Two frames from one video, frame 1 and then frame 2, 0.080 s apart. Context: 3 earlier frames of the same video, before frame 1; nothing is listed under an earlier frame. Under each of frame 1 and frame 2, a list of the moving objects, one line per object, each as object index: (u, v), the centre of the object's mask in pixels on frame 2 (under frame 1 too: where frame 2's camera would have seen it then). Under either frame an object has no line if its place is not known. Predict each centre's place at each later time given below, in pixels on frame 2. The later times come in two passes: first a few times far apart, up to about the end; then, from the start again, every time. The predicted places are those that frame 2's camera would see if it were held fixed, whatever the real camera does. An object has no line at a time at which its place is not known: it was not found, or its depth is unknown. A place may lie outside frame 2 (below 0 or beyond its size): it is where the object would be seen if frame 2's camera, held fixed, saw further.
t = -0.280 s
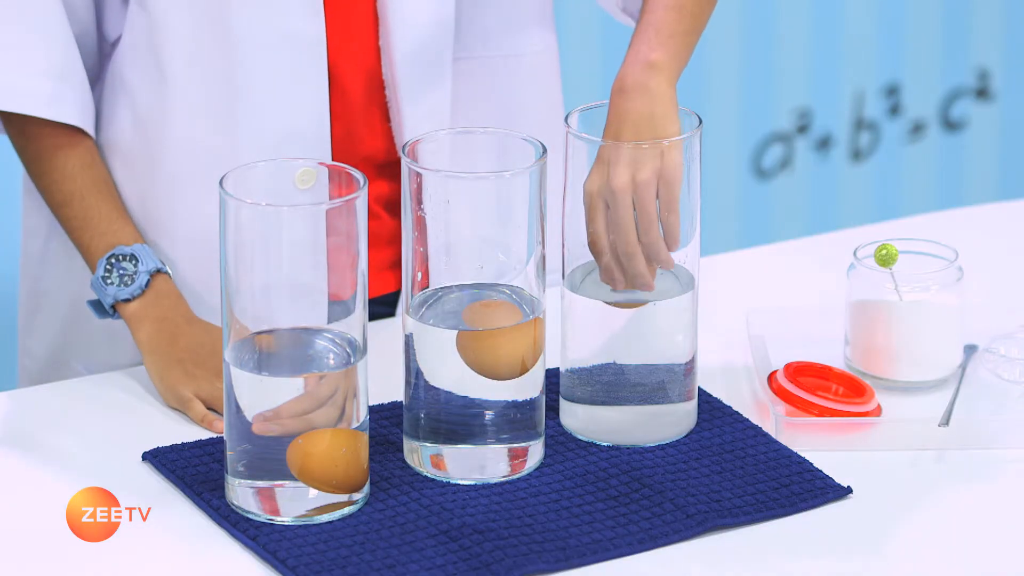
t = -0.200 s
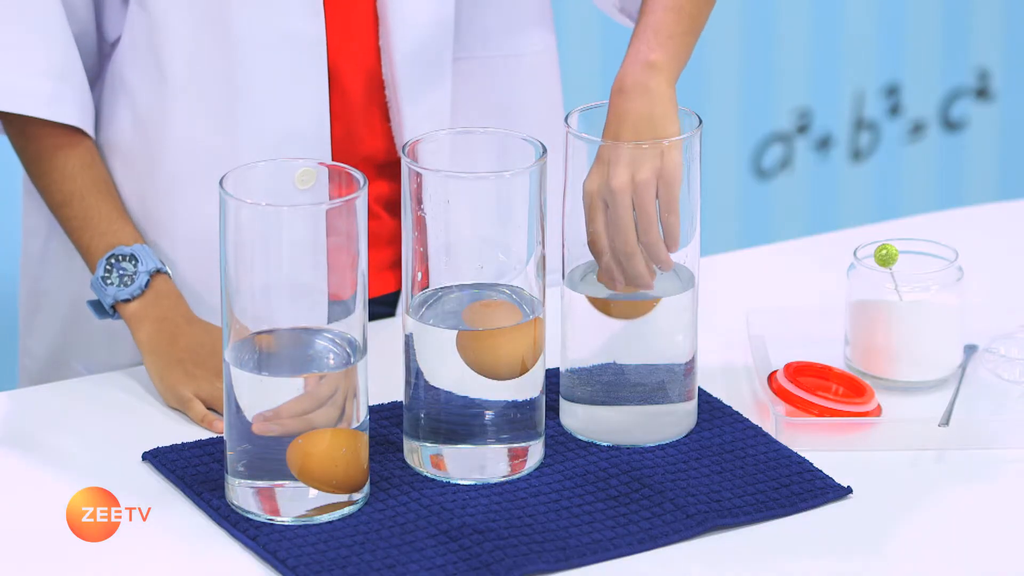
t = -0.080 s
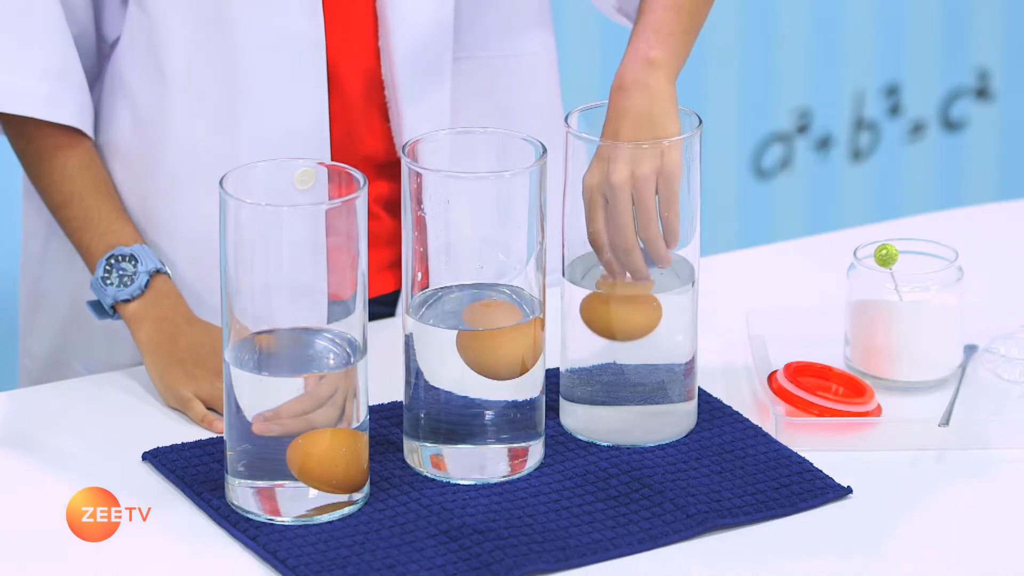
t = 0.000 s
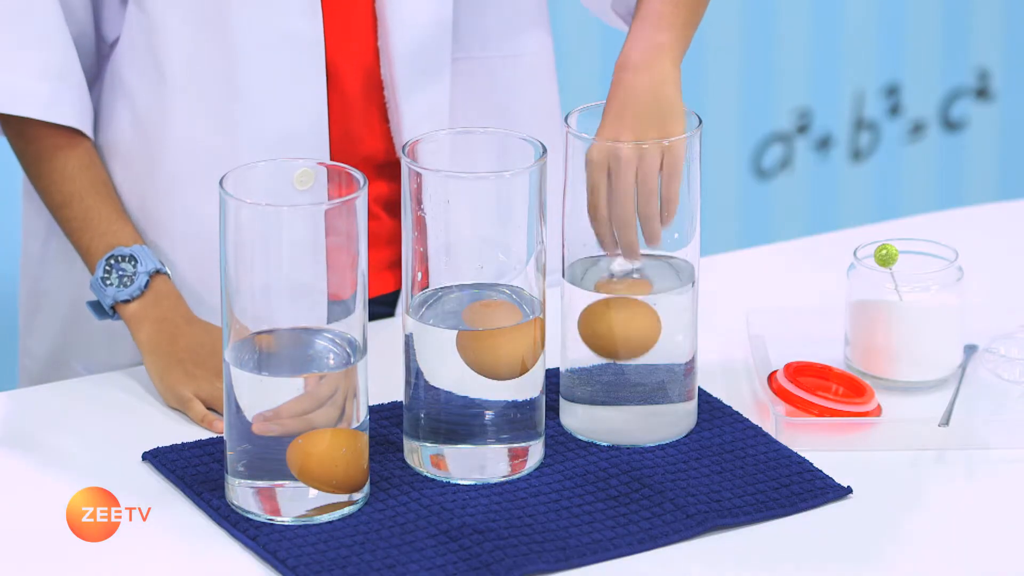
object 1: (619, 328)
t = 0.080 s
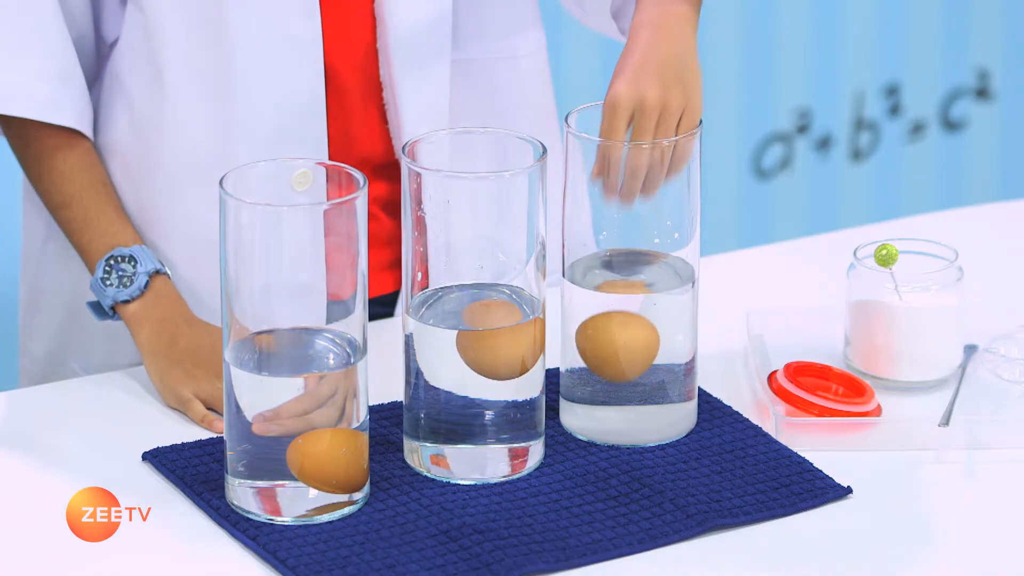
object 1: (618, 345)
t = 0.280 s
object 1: (614, 379)
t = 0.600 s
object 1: (609, 392)
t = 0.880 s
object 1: (604, 381)
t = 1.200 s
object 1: (599, 360)
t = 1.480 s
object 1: (597, 333)
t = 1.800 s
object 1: (597, 298)
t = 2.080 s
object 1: (597, 305)
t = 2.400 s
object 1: (597, 314)
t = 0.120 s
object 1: (617, 353)
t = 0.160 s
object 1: (616, 360)
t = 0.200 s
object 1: (615, 367)
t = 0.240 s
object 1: (614, 373)
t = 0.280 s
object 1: (614, 379)
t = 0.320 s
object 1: (613, 384)
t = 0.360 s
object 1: (612, 389)
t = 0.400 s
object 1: (612, 393)
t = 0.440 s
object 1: (611, 393)
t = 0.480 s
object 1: (611, 393)
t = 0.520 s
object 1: (610, 393)
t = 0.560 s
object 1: (609, 393)
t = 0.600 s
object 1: (609, 392)
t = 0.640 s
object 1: (608, 391)
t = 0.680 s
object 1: (607, 390)
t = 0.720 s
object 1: (607, 388)
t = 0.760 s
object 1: (606, 386)
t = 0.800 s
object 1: (605, 385)
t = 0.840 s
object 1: (605, 383)
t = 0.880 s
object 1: (604, 381)
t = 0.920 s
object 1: (603, 379)
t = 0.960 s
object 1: (603, 376)
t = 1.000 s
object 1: (602, 374)
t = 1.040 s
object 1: (601, 371)
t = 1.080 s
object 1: (601, 369)
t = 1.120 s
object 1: (600, 366)
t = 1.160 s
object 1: (600, 363)
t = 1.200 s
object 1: (599, 360)
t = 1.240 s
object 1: (599, 356)
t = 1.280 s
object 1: (599, 352)
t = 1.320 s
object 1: (598, 349)
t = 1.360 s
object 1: (598, 345)
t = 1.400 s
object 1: (598, 341)
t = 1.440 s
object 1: (597, 337)
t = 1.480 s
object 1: (597, 333)
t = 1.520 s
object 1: (596, 328)
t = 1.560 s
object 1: (598, 317)
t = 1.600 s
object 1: (598, 314)
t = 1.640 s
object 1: (598, 310)
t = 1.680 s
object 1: (597, 306)
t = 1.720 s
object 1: (597, 304)
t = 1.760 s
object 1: (597, 301)
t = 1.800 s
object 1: (597, 298)
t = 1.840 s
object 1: (597, 296)
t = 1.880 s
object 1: (597, 296)
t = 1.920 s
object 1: (597, 297)
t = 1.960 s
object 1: (596, 299)
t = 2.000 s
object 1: (596, 301)
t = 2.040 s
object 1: (597, 303)
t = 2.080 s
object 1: (597, 305)
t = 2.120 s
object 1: (597, 306)
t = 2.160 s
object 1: (596, 307)
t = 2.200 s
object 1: (596, 308)
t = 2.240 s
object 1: (596, 309)
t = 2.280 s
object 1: (596, 311)
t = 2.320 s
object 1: (597, 312)
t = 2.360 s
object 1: (597, 313)
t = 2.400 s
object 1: (597, 314)
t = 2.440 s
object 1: (597, 314)
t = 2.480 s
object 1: (597, 314)
